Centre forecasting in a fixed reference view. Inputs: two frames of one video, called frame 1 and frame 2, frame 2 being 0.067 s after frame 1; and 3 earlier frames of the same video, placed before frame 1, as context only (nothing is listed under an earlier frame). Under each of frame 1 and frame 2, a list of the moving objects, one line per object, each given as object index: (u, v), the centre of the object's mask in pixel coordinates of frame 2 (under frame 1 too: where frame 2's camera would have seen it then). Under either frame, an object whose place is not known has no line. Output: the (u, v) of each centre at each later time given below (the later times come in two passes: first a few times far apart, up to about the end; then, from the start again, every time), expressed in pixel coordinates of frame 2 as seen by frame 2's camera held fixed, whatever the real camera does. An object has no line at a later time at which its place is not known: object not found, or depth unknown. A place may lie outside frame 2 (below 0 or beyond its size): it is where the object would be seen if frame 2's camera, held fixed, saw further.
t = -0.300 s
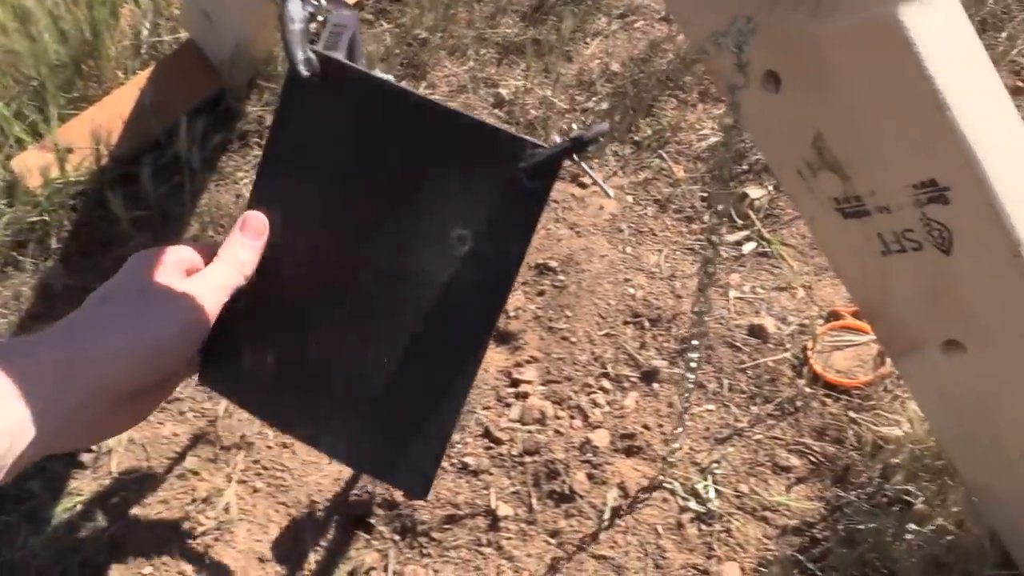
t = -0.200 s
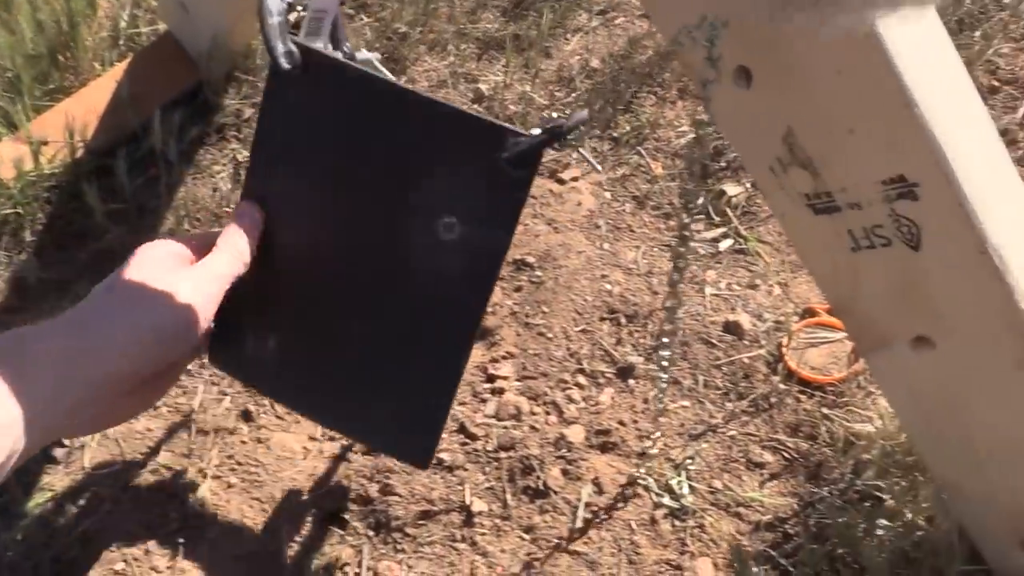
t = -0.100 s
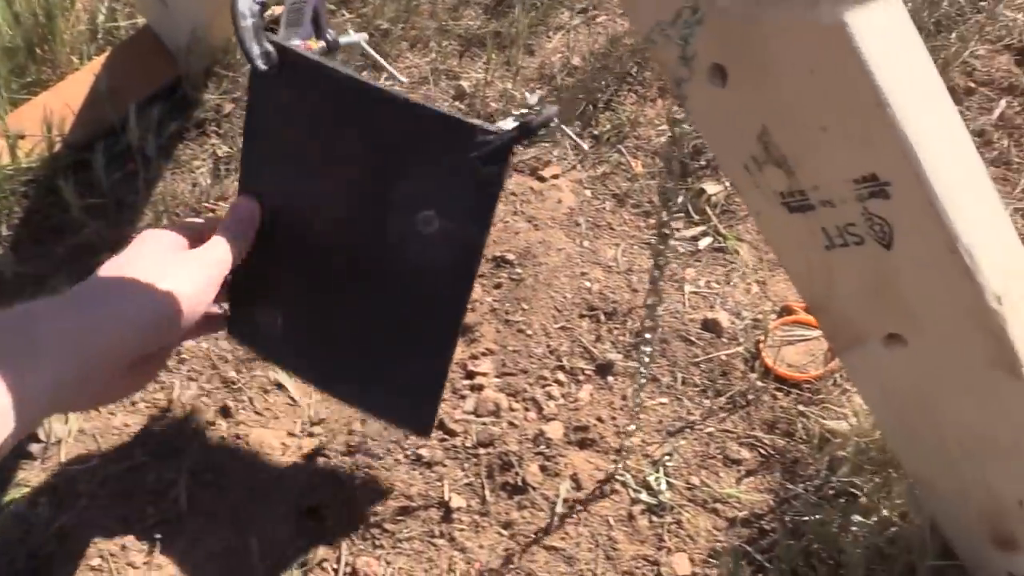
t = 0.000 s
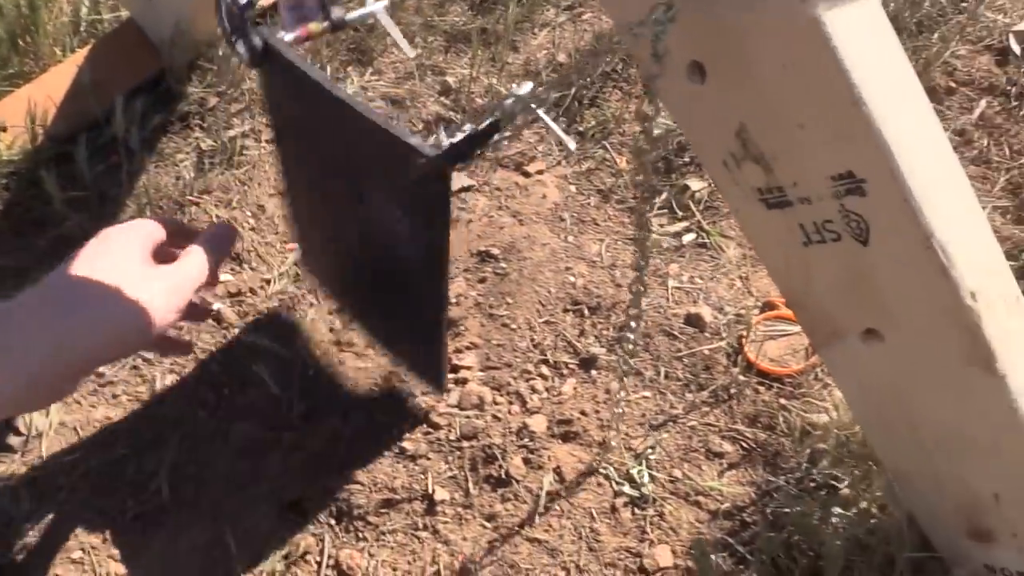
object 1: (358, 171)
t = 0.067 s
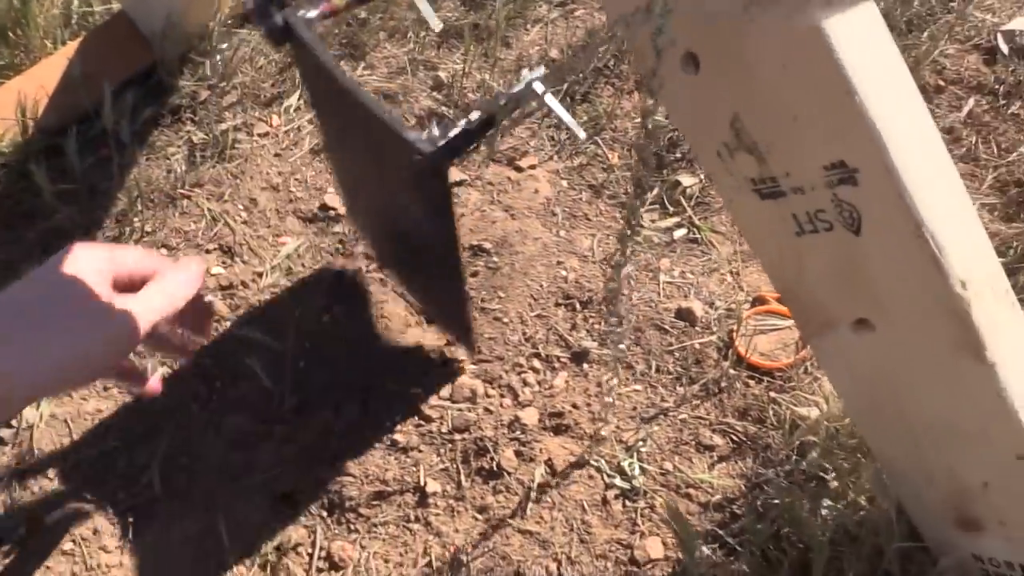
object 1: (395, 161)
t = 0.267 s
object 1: (481, 113)
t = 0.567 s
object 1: (418, 141)
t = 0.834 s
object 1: (318, 192)
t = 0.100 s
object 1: (411, 153)
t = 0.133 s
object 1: (422, 146)
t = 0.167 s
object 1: (444, 135)
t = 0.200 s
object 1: (460, 127)
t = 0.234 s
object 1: (471, 117)
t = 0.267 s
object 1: (481, 113)
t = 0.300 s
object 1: (487, 110)
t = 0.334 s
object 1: (493, 108)
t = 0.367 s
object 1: (496, 107)
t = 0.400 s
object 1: (489, 108)
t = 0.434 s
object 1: (479, 113)
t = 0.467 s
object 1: (463, 118)
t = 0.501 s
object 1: (448, 126)
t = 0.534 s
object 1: (432, 134)
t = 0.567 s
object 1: (418, 141)
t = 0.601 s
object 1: (402, 150)
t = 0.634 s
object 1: (384, 154)
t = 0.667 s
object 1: (366, 163)
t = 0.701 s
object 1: (352, 171)
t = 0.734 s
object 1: (338, 175)
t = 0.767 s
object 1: (330, 186)
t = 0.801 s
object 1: (321, 187)
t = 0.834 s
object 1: (318, 192)
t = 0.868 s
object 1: (320, 193)
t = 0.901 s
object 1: (324, 190)
